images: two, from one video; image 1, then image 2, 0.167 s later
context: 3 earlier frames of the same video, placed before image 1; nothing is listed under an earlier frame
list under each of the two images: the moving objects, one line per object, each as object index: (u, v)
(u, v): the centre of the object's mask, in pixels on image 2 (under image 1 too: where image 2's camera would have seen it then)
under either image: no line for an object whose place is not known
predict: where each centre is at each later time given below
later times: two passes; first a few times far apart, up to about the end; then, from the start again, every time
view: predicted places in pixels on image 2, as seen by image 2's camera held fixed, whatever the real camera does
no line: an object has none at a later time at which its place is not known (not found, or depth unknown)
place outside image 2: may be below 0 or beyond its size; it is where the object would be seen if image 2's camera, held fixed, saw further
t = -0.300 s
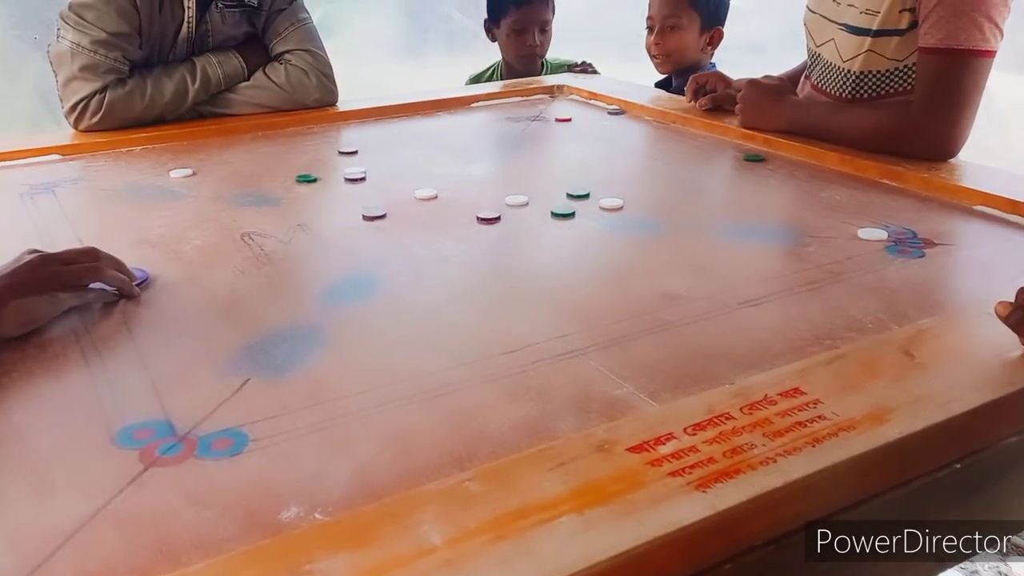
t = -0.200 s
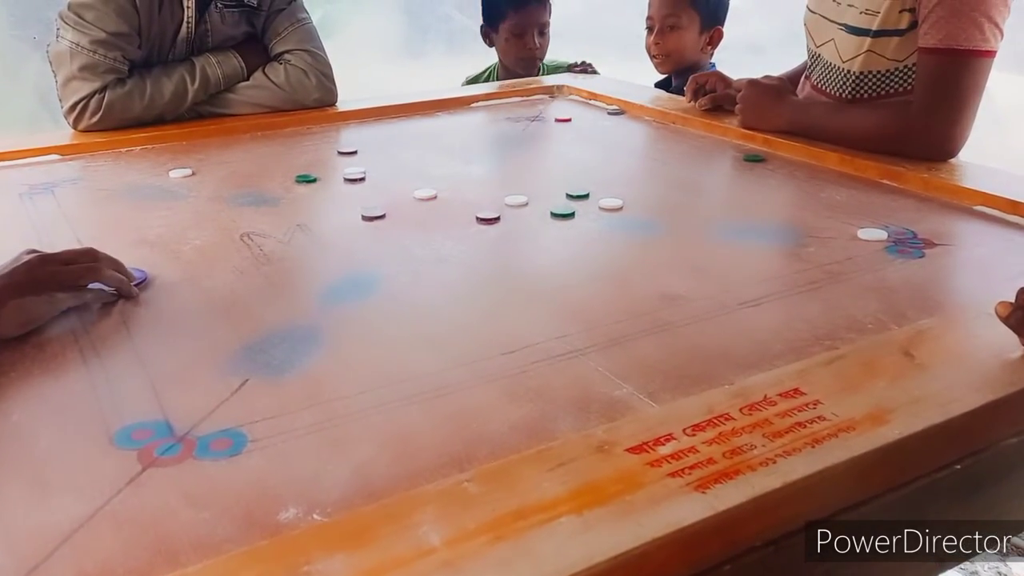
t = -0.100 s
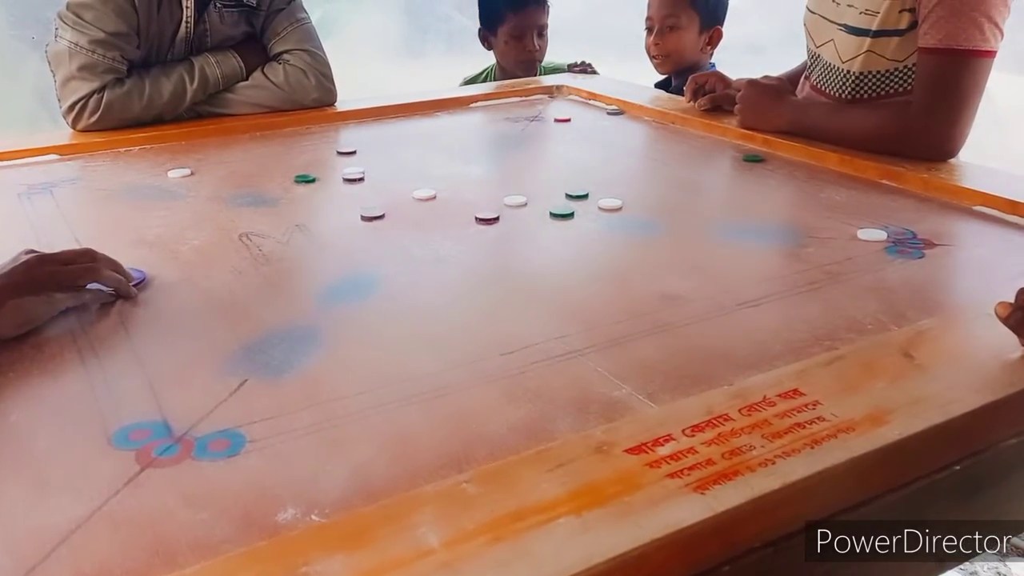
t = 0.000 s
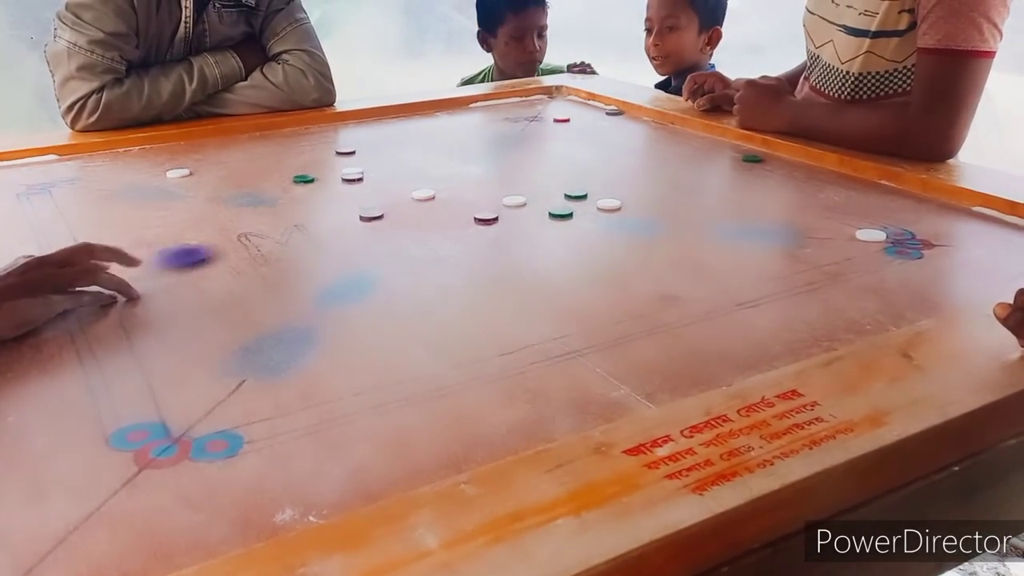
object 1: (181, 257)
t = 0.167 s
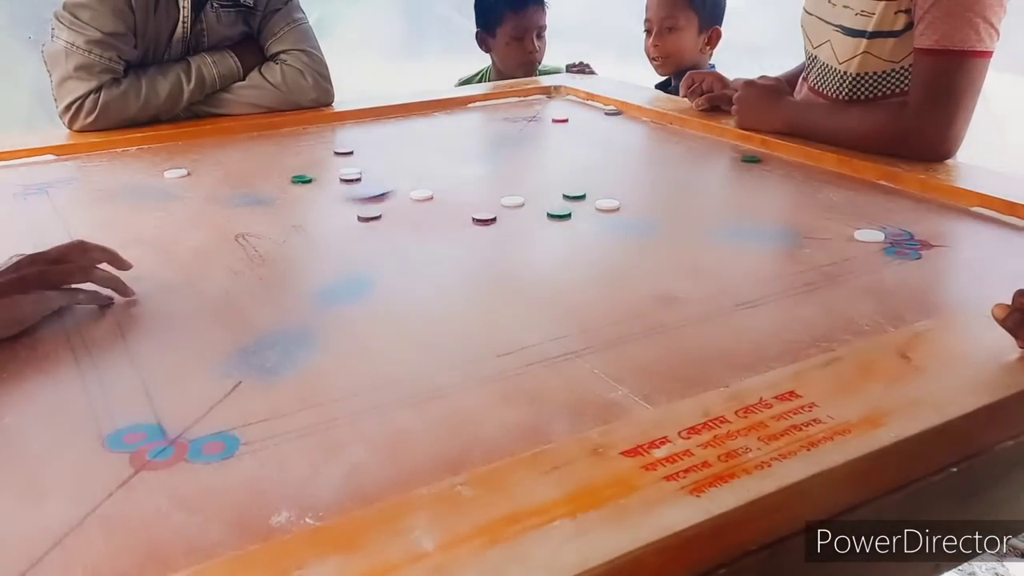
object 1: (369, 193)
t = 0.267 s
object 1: (445, 165)
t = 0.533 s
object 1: (570, 118)
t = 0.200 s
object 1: (396, 182)
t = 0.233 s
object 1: (422, 174)
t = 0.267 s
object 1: (445, 165)
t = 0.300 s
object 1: (467, 158)
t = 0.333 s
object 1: (485, 150)
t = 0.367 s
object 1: (502, 144)
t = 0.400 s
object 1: (518, 138)
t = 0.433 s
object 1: (533, 132)
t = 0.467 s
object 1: (546, 127)
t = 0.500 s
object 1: (559, 119)
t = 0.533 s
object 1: (570, 118)
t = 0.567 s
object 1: (581, 114)
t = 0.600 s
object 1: (587, 112)
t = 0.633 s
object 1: (584, 111)
